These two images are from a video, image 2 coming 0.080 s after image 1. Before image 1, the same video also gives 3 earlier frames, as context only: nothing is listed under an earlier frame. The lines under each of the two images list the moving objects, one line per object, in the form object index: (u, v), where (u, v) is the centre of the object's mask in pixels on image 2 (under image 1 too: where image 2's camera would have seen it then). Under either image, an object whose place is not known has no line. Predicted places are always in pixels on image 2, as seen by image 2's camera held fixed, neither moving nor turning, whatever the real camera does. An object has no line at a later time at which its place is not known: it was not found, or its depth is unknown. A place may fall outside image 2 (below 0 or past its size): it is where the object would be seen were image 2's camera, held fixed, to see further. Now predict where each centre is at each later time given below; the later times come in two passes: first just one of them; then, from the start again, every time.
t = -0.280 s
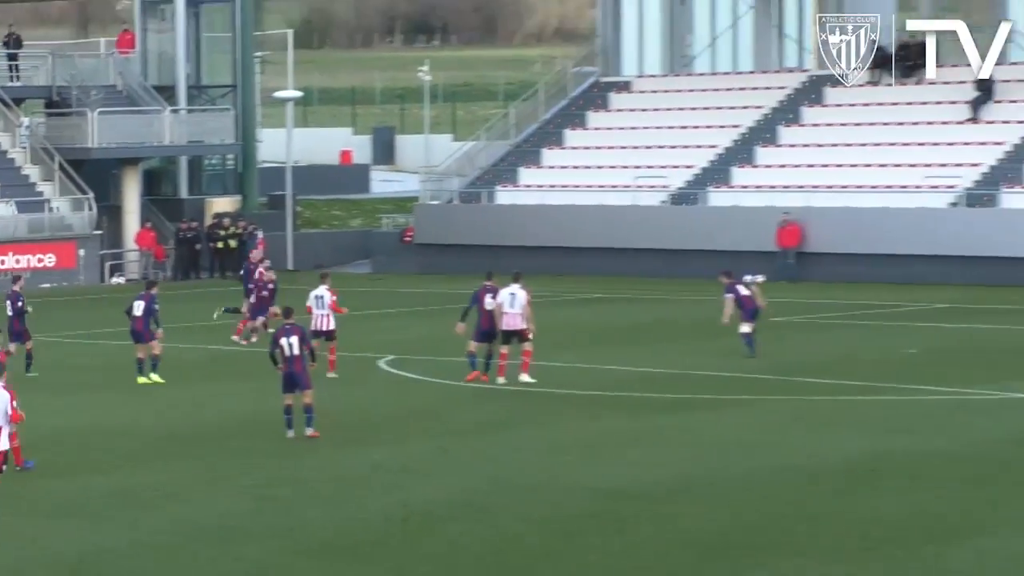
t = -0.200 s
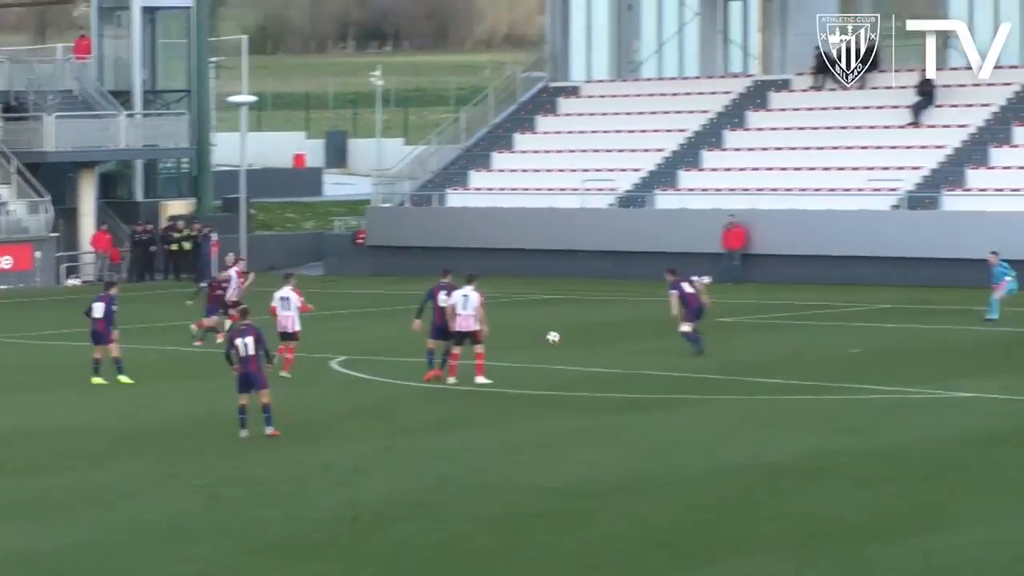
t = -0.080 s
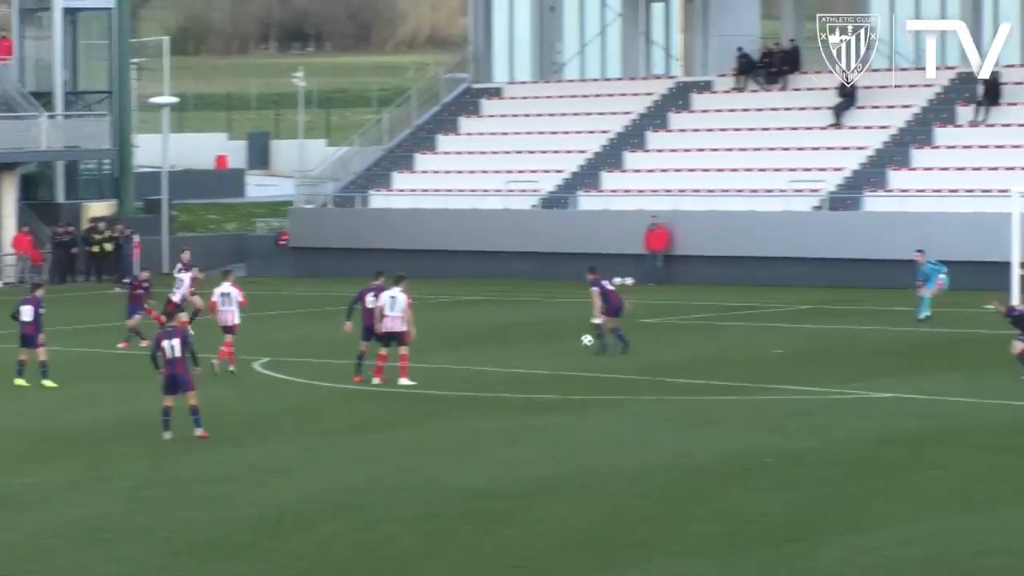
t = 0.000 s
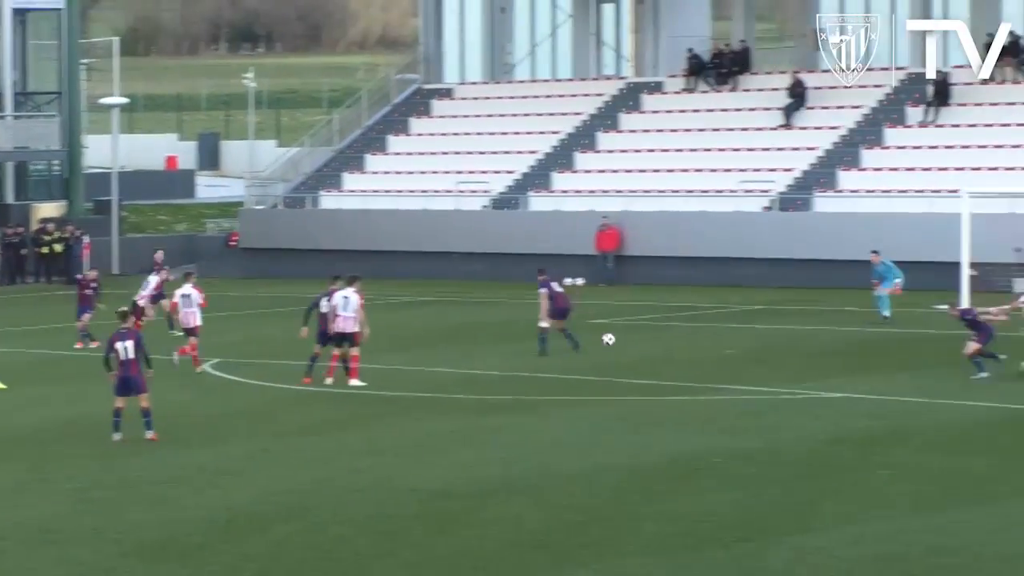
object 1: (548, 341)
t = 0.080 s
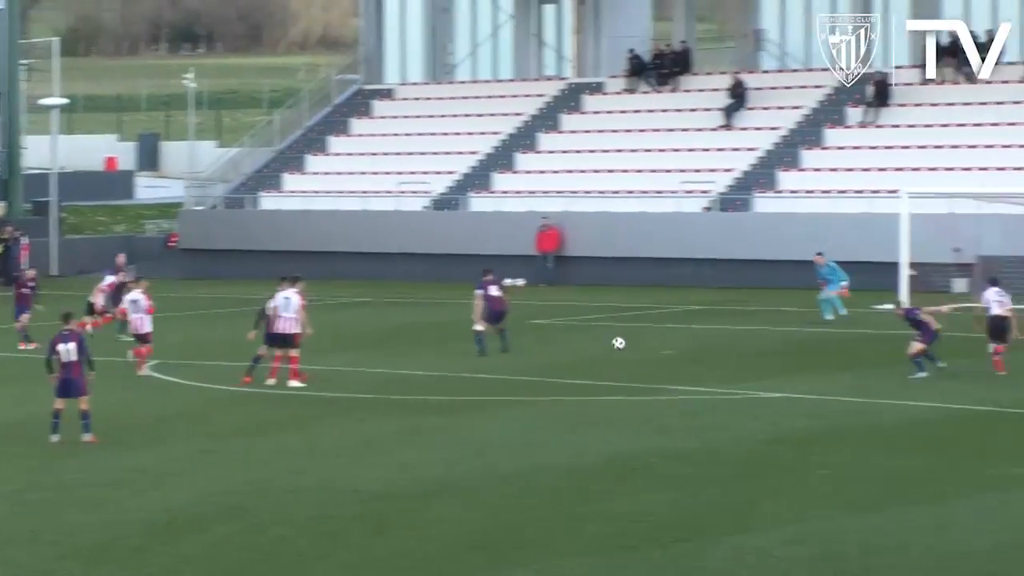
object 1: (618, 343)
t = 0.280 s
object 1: (785, 342)
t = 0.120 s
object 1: (654, 344)
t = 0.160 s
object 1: (688, 341)
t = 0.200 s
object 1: (721, 340)
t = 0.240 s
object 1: (754, 341)
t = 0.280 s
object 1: (785, 342)
